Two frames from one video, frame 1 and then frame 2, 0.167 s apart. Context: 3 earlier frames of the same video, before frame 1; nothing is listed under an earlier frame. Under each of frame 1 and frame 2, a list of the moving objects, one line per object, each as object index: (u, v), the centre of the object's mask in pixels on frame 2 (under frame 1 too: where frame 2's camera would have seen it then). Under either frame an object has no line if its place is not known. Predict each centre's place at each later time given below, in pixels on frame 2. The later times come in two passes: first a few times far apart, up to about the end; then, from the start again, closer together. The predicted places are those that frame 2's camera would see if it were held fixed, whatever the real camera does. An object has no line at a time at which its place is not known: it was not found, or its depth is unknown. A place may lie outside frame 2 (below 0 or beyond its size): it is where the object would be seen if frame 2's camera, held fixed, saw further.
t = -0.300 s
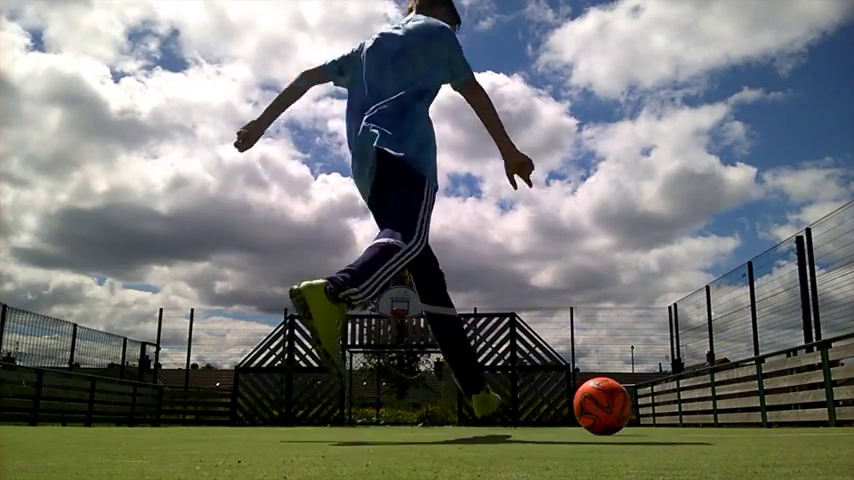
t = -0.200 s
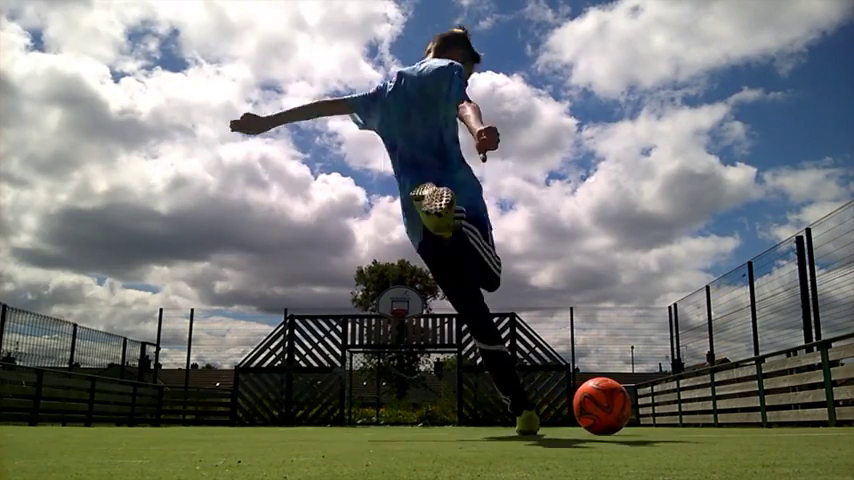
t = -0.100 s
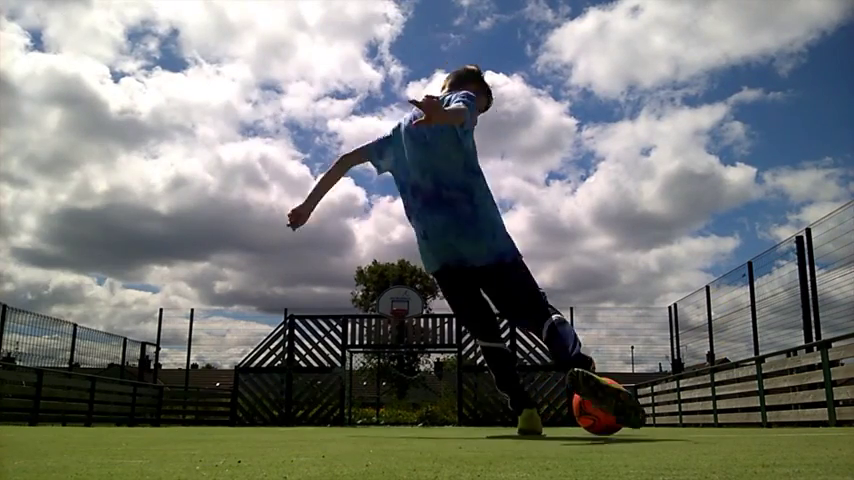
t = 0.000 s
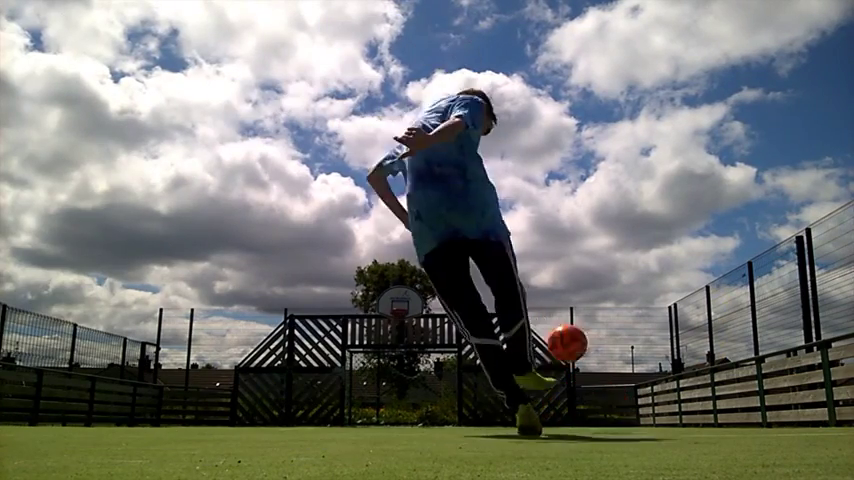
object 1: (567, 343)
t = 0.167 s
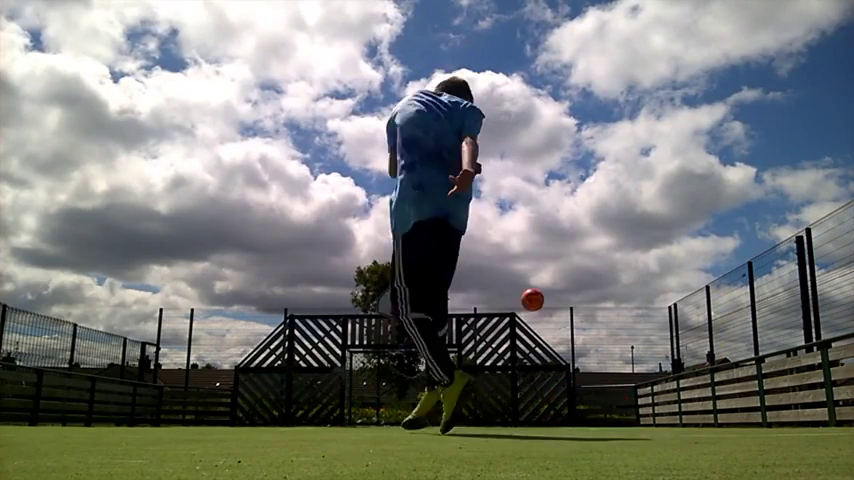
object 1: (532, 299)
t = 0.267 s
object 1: (523, 295)
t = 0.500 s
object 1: (515, 308)
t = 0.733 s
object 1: (512, 339)
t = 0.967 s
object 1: (508, 375)
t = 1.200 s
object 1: (512, 408)
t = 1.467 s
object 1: (512, 382)
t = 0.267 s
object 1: (523, 295)
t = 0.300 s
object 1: (521, 296)
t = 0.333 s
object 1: (520, 297)
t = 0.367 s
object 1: (518, 298)
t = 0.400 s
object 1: (517, 300)
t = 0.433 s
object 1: (516, 303)
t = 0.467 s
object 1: (516, 305)
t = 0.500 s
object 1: (515, 308)
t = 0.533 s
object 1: (514, 312)
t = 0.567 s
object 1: (514, 315)
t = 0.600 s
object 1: (514, 320)
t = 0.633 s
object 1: (514, 324)
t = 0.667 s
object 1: (513, 329)
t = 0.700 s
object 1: (512, 334)
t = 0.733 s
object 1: (512, 339)
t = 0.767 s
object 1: (512, 345)
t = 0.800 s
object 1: (511, 351)
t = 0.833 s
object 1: (511, 357)
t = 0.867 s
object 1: (509, 363)
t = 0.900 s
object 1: (508, 370)
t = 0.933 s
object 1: (508, 375)
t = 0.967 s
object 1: (508, 375)
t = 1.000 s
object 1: (510, 378)
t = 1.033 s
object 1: (510, 380)
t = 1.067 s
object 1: (511, 385)
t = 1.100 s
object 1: (511, 390)
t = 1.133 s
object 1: (511, 395)
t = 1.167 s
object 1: (512, 401)
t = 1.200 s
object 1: (512, 408)
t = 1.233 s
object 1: (512, 416)
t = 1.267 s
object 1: (513, 421)
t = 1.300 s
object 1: (512, 414)
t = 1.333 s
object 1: (512, 406)
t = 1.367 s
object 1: (512, 399)
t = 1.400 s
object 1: (512, 393)
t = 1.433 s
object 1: (512, 387)
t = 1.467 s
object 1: (512, 382)
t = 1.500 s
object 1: (512, 377)
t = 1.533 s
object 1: (512, 373)
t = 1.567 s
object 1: (511, 369)
